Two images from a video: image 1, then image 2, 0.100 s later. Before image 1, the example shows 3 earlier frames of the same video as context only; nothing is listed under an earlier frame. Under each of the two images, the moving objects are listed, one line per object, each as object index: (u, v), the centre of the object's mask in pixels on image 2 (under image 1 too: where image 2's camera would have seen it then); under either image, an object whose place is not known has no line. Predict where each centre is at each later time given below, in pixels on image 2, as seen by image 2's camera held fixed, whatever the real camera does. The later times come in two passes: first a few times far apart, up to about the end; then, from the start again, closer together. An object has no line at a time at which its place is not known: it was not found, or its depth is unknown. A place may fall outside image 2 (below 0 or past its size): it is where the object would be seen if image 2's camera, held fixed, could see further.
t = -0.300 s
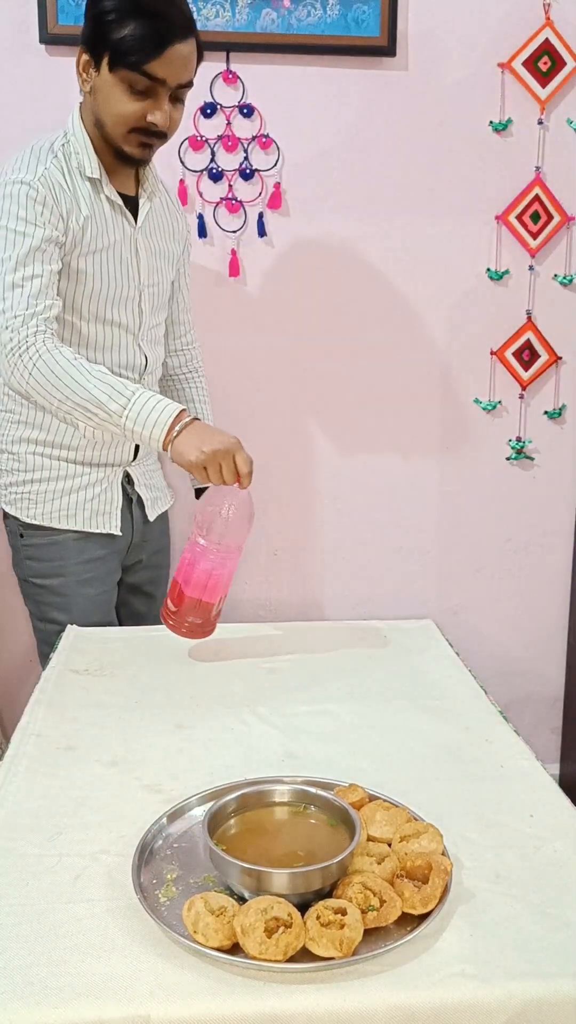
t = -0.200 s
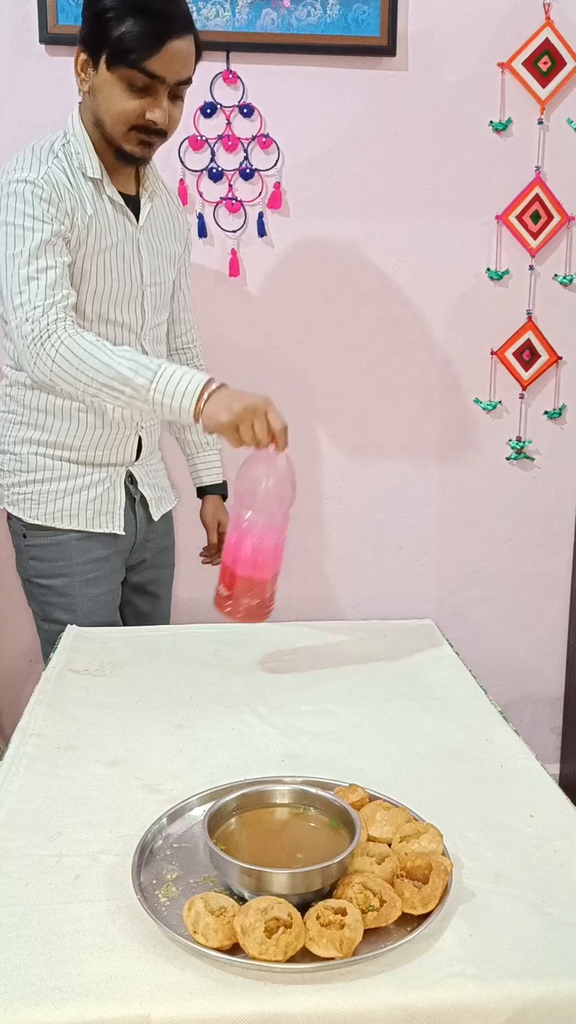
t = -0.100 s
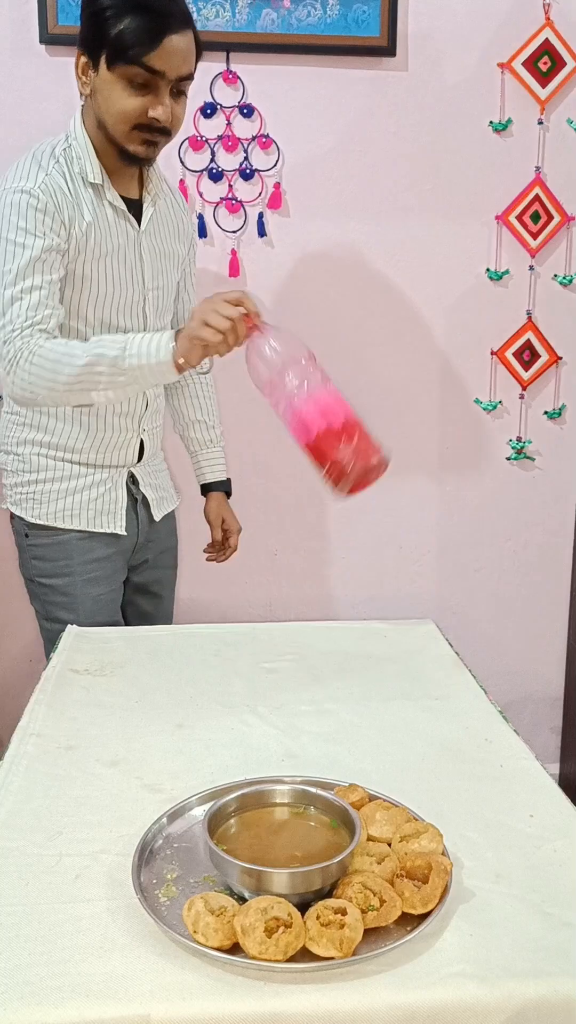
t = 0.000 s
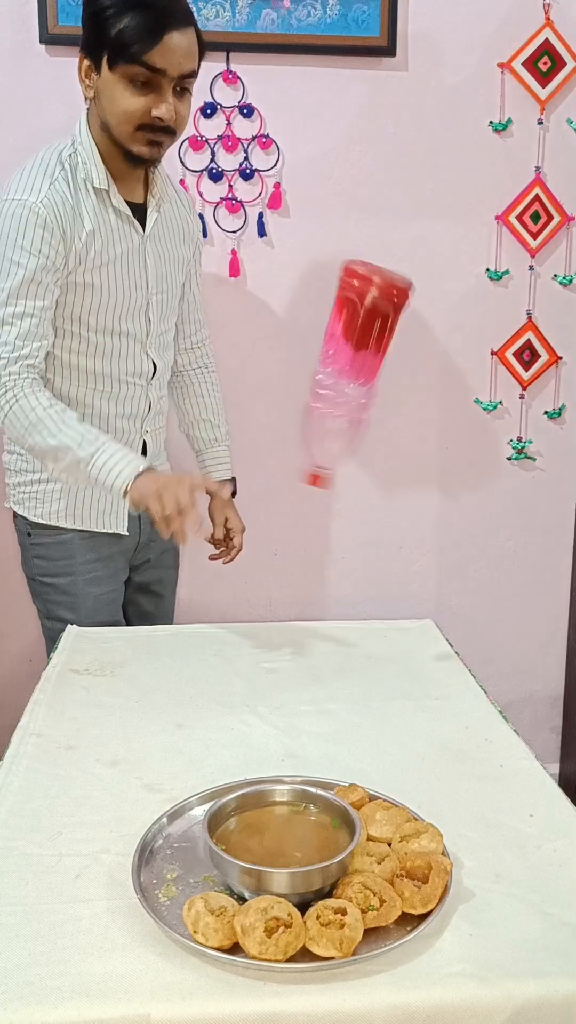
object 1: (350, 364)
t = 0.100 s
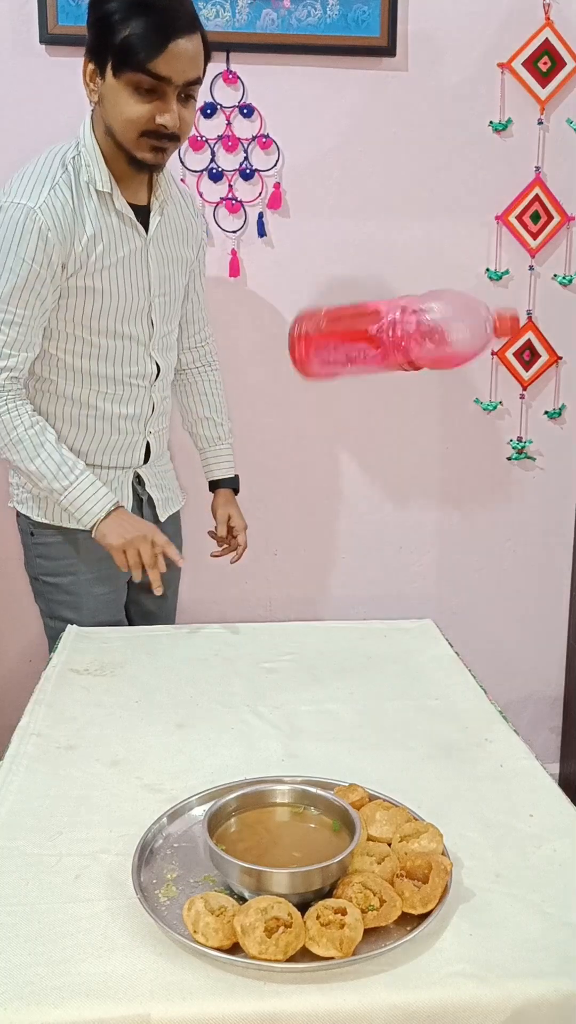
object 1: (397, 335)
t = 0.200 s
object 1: (366, 482)
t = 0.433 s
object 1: (295, 618)
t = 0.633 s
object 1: (227, 666)
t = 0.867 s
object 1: (225, 668)
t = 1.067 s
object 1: (225, 668)
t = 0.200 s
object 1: (366, 482)
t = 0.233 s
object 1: (357, 550)
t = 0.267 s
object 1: (337, 622)
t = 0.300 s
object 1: (329, 620)
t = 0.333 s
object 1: (320, 619)
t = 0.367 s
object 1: (313, 618)
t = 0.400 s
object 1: (302, 617)
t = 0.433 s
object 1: (295, 618)
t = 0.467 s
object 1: (289, 618)
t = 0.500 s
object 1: (273, 622)
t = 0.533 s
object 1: (263, 626)
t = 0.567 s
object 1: (252, 632)
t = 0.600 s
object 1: (241, 643)
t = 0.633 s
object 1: (227, 666)
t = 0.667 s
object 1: (225, 668)
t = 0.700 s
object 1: (225, 668)
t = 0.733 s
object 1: (225, 668)
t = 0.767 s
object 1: (225, 668)
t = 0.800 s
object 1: (225, 668)
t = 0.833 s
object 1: (225, 668)
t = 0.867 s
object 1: (225, 668)
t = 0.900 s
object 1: (225, 668)
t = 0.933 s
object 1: (225, 668)
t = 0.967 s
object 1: (225, 668)
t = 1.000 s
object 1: (225, 668)
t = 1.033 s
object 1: (225, 668)
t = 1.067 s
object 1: (225, 668)
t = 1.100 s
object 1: (225, 668)
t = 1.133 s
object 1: (225, 668)
